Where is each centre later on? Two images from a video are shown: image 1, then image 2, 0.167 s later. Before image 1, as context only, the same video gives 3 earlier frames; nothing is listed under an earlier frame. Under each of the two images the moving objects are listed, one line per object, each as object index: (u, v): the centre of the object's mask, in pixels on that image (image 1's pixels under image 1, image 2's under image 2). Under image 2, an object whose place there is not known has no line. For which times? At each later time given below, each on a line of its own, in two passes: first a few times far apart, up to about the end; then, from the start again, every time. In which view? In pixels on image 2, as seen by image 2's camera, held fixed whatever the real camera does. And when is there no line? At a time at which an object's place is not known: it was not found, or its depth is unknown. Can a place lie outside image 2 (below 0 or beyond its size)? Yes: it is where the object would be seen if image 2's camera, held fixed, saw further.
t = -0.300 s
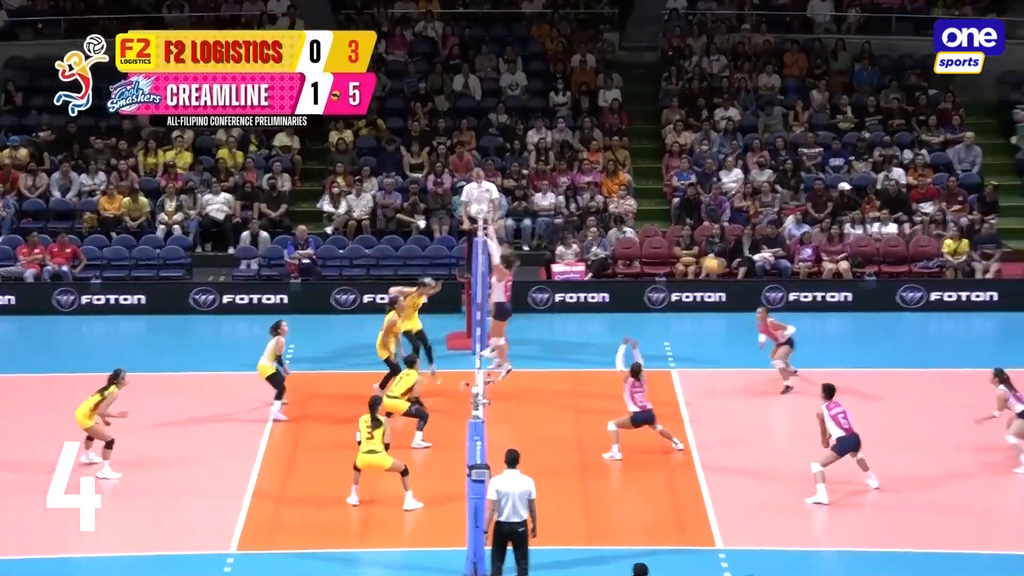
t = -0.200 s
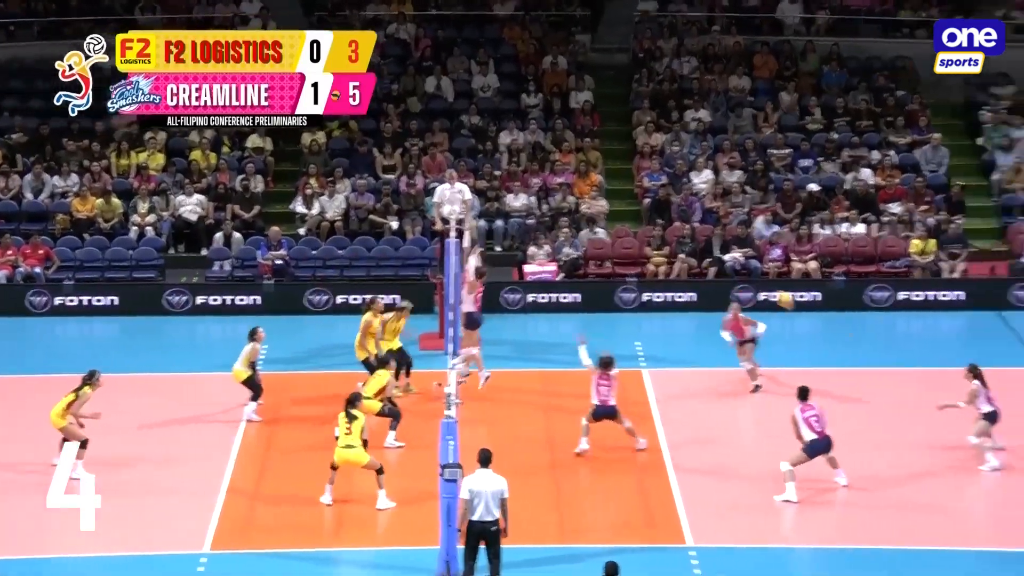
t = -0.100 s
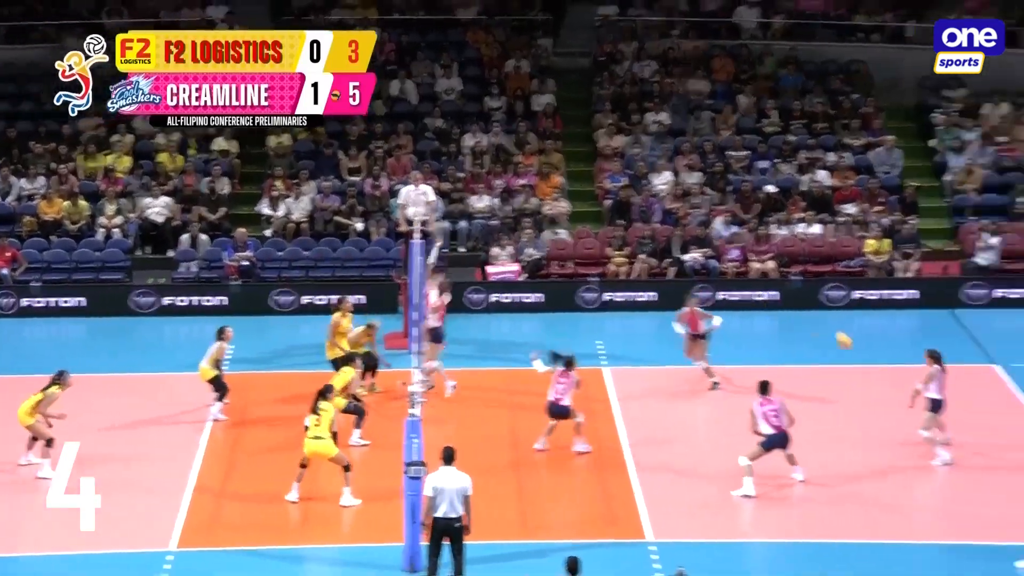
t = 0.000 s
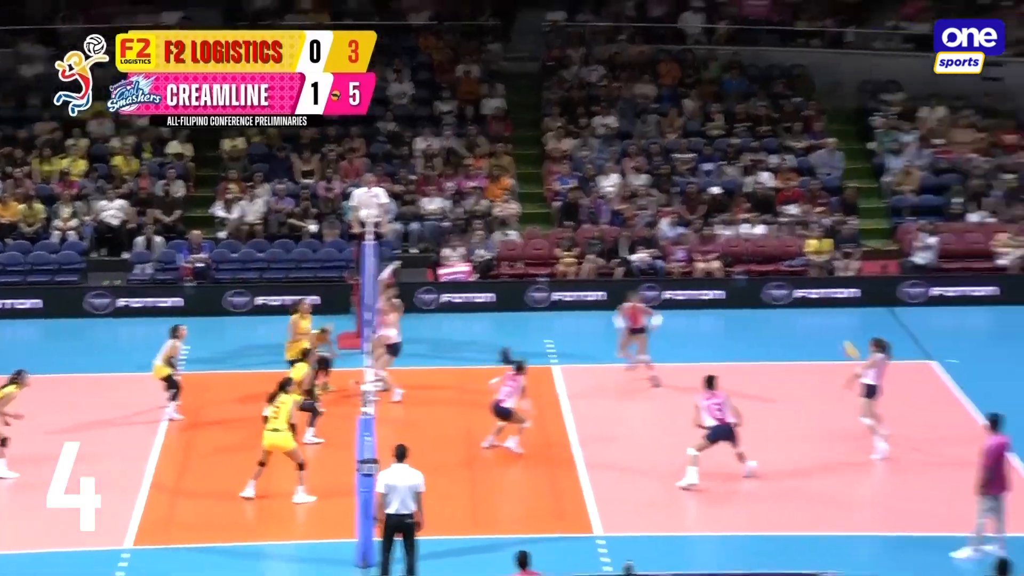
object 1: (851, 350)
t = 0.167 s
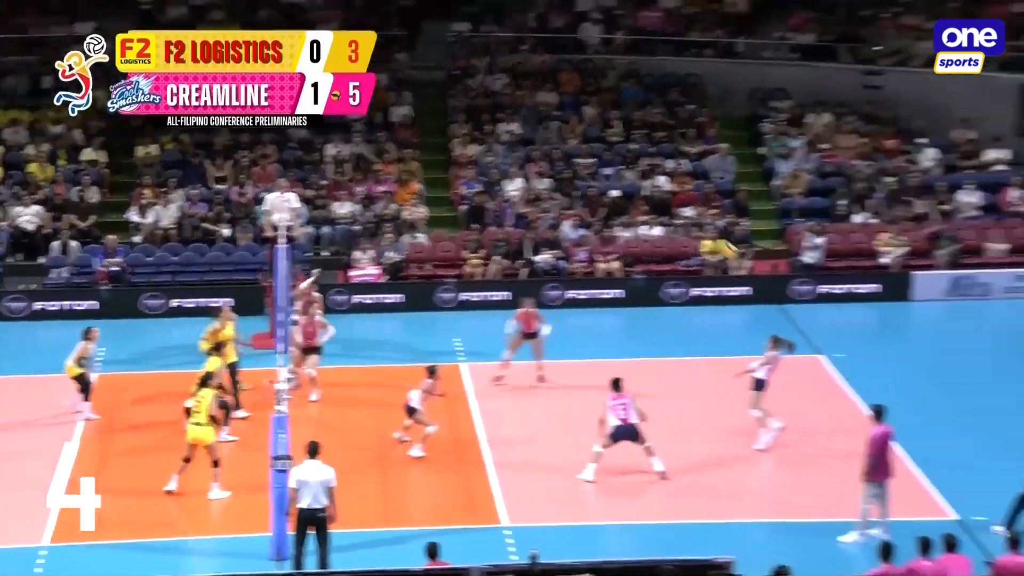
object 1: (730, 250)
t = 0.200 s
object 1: (727, 234)
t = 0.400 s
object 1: (714, 148)
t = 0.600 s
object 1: (705, 88)
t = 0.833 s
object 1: (694, 52)
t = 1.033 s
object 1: (685, 51)
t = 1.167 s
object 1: (678, 64)
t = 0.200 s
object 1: (727, 234)
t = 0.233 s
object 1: (725, 217)
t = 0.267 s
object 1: (723, 203)
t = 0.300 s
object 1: (721, 188)
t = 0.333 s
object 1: (718, 174)
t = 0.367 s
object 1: (715, 159)
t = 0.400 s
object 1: (714, 148)
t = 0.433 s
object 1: (713, 135)
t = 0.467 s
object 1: (711, 126)
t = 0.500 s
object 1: (709, 115)
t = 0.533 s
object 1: (708, 105)
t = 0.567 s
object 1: (706, 96)
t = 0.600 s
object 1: (705, 88)
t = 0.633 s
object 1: (703, 80)
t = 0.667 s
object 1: (702, 74)
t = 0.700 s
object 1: (700, 69)
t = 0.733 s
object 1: (699, 63)
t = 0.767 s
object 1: (697, 59)
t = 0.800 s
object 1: (696, 55)
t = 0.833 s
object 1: (694, 52)
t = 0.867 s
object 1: (693, 49)
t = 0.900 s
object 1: (692, 49)
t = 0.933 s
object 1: (691, 48)
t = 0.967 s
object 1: (689, 49)
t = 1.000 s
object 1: (687, 49)
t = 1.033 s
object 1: (685, 51)
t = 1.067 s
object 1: (683, 53)
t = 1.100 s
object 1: (682, 56)
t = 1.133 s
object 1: (680, 60)
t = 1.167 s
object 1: (678, 64)
